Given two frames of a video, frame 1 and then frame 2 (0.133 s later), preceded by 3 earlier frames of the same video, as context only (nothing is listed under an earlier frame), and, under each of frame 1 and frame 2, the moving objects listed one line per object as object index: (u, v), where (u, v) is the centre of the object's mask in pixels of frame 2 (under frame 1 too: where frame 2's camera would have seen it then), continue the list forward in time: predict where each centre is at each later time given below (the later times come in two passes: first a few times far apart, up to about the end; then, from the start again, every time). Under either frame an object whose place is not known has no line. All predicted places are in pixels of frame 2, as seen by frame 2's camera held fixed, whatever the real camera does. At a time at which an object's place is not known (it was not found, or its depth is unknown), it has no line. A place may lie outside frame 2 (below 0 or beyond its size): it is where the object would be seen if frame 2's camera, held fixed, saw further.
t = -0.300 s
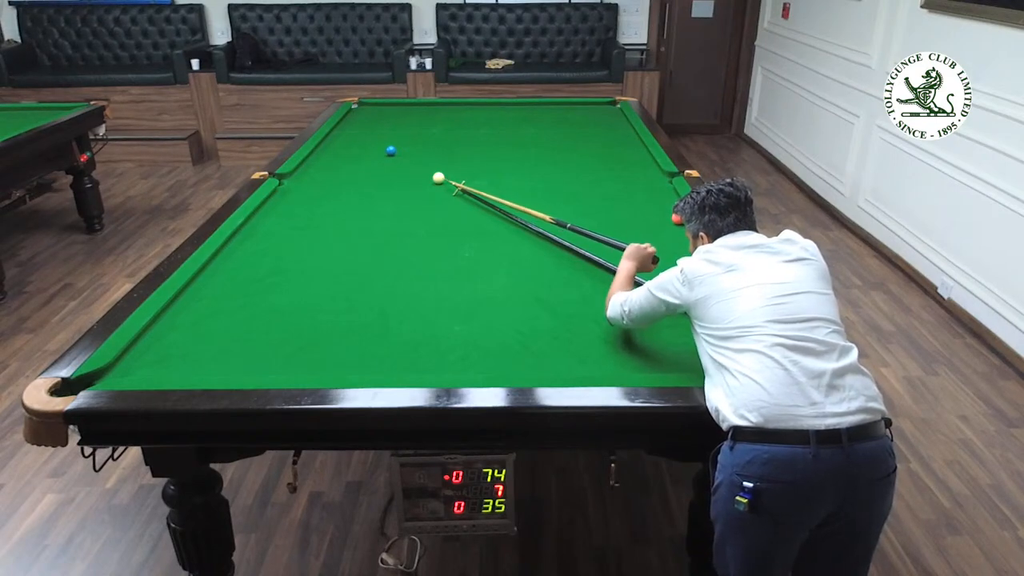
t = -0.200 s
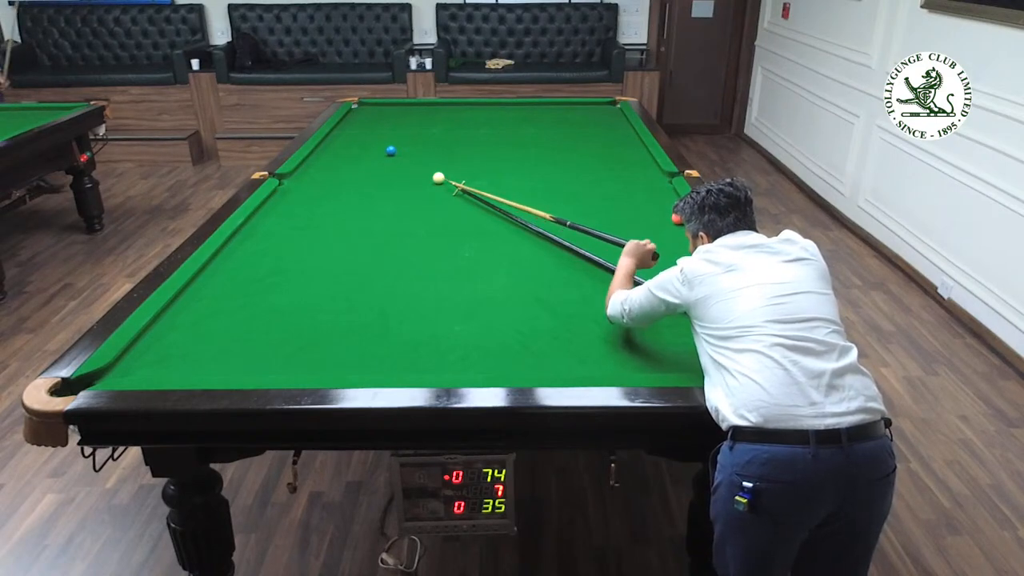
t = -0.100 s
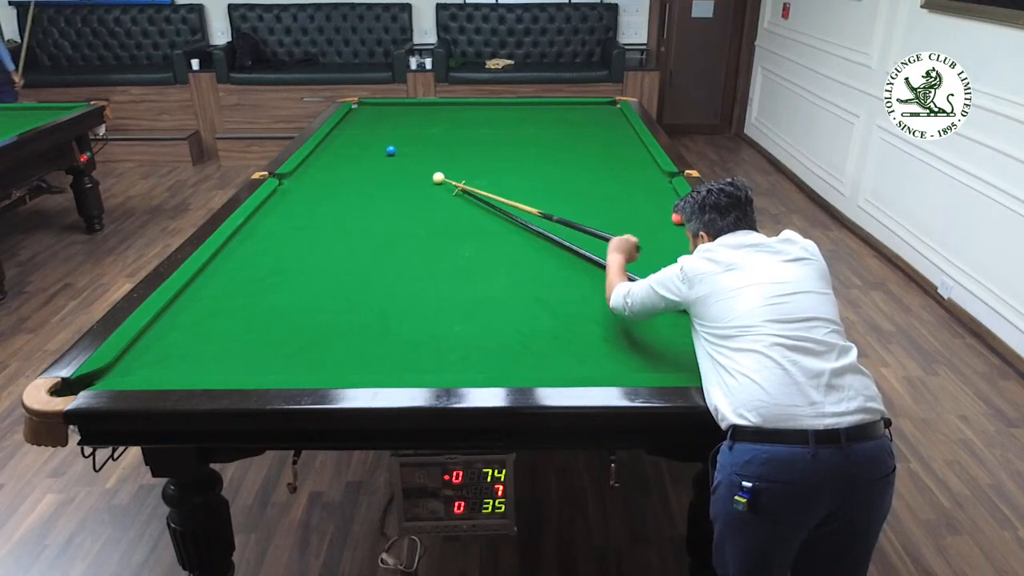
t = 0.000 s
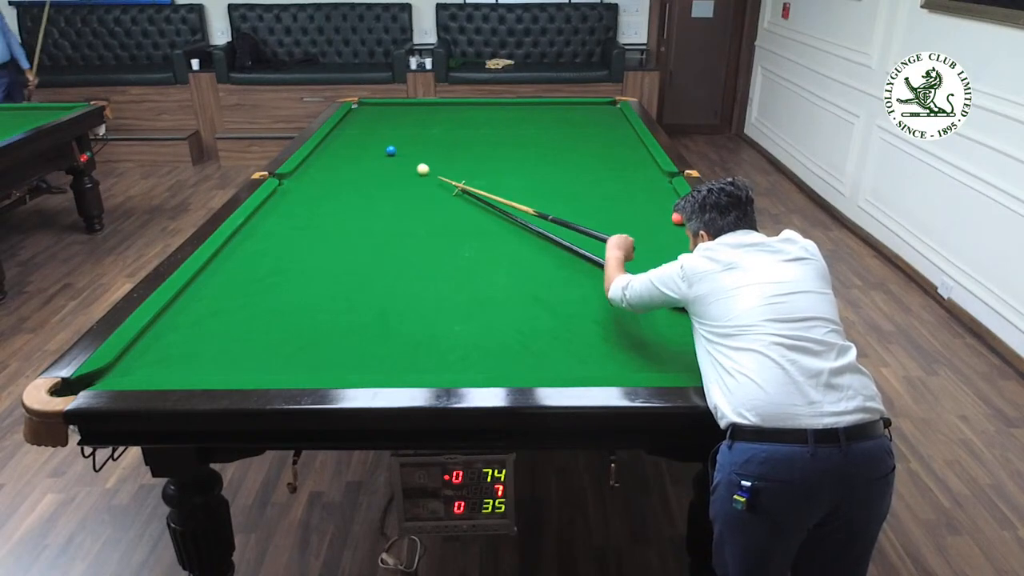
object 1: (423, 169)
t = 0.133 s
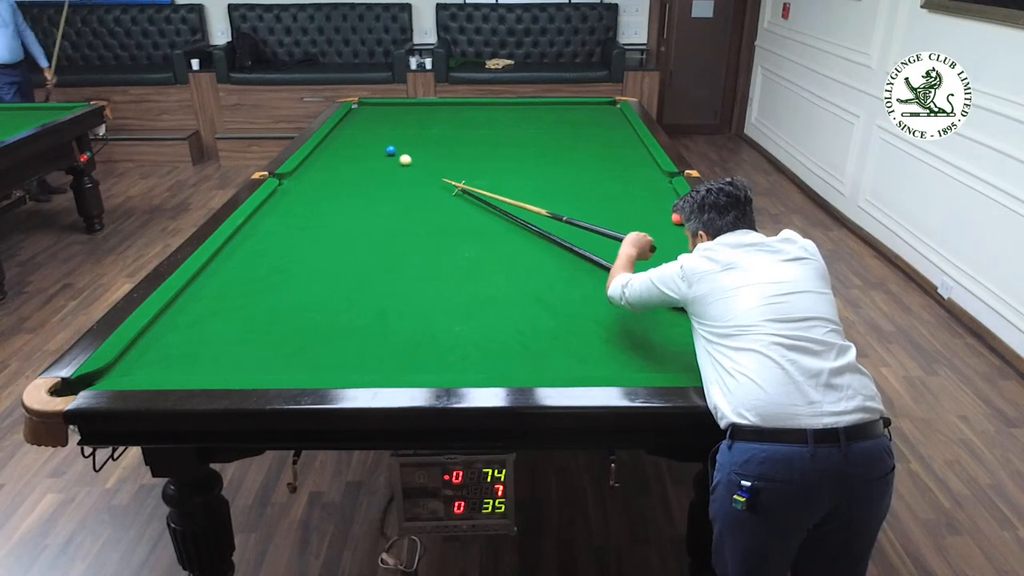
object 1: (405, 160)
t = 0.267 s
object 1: (392, 153)
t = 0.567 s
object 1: (374, 150)
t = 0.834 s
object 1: (359, 147)
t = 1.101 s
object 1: (346, 145)
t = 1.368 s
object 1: (334, 143)
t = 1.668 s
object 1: (325, 141)
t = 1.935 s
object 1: (333, 139)
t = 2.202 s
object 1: (339, 138)
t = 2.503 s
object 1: (346, 137)
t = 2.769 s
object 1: (350, 136)
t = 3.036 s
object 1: (353, 136)
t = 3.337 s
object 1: (356, 135)
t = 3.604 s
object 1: (357, 135)
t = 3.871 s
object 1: (357, 135)
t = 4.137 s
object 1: (357, 135)
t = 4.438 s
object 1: (357, 135)
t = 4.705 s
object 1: (357, 135)
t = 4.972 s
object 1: (357, 135)
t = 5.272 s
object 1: (357, 135)
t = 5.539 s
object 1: (357, 135)
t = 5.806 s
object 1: (357, 135)
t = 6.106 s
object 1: (357, 135)
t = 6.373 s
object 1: (357, 135)
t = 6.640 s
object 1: (357, 135)
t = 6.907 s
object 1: (357, 135)
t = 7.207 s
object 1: (357, 135)
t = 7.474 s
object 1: (357, 135)
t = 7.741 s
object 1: (357, 135)
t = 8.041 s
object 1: (357, 135)
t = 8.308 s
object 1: (357, 135)
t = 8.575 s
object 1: (357, 135)
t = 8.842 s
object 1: (357, 135)
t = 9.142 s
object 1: (357, 135)
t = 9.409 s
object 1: (357, 135)
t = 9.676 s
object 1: (357, 135)
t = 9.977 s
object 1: (357, 135)
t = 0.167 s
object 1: (401, 158)
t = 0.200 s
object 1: (398, 156)
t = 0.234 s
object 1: (394, 154)
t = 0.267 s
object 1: (392, 153)
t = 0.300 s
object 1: (390, 153)
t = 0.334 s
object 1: (388, 153)
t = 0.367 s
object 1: (386, 153)
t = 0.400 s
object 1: (384, 152)
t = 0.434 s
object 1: (382, 152)
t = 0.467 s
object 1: (380, 151)
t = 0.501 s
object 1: (378, 151)
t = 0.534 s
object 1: (376, 151)
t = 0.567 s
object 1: (374, 150)
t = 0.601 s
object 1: (372, 150)
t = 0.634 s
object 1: (370, 150)
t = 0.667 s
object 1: (368, 149)
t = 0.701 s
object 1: (366, 149)
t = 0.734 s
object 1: (365, 149)
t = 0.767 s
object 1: (363, 148)
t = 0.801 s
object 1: (361, 148)
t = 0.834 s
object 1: (359, 147)
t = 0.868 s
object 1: (357, 147)
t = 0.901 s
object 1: (356, 147)
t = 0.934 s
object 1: (354, 147)
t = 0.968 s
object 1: (352, 146)
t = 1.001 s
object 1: (351, 146)
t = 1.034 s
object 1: (349, 146)
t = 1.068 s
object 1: (347, 146)
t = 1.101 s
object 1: (346, 145)
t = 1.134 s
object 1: (344, 145)
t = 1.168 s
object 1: (342, 145)
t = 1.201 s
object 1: (341, 144)
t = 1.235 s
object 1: (339, 144)
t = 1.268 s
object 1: (338, 144)
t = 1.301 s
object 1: (337, 144)
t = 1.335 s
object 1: (335, 143)
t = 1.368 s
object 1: (334, 143)
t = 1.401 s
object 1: (332, 143)
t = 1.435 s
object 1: (331, 143)
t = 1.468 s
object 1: (330, 142)
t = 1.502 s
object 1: (328, 142)
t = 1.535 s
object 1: (327, 142)
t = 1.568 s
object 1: (326, 142)
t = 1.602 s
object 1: (324, 141)
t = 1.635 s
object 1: (324, 141)
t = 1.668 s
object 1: (325, 141)
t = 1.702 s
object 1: (326, 141)
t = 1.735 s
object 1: (327, 141)
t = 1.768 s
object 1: (328, 140)
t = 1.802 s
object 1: (329, 140)
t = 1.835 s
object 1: (330, 140)
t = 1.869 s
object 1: (331, 140)
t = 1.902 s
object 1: (332, 140)
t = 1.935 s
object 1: (333, 139)
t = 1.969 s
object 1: (334, 139)
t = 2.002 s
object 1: (335, 139)
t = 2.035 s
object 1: (335, 139)
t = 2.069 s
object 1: (336, 139)
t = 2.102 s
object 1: (337, 139)
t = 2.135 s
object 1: (338, 138)
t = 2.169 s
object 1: (339, 138)
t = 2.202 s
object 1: (339, 138)
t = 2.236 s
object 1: (340, 138)
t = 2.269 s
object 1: (341, 138)
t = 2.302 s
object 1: (342, 138)
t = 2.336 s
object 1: (342, 137)
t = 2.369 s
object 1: (343, 137)
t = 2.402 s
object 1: (344, 137)
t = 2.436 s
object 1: (344, 137)
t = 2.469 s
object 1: (345, 137)
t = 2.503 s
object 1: (346, 137)
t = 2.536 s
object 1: (346, 137)
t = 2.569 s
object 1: (347, 137)
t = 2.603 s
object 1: (347, 137)
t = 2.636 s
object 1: (348, 136)
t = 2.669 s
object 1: (348, 136)
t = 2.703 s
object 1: (349, 136)
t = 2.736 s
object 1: (349, 136)
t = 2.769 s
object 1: (350, 136)
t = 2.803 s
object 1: (350, 136)
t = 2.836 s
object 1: (351, 136)
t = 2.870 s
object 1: (351, 136)
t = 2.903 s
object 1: (352, 136)
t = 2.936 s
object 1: (352, 136)
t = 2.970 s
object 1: (353, 136)
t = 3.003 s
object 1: (353, 136)
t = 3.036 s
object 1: (353, 136)
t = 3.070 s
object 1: (354, 136)
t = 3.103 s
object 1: (354, 136)
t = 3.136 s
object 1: (354, 136)
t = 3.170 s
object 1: (355, 136)
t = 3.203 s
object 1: (355, 135)
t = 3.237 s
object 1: (355, 135)
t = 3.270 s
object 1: (356, 135)
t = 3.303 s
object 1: (356, 135)
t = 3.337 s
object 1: (356, 135)
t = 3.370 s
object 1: (356, 135)
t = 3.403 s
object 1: (356, 135)
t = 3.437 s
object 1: (357, 135)
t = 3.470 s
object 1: (357, 135)
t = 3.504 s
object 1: (357, 135)
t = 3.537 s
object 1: (357, 135)
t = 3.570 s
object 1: (357, 135)
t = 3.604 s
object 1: (357, 135)
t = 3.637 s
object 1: (357, 134)
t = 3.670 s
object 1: (358, 135)
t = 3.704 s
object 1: (358, 135)
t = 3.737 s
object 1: (357, 135)
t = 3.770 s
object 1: (357, 135)
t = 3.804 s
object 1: (357, 135)
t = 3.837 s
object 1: (358, 135)
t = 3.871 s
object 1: (357, 135)
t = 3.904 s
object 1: (357, 135)
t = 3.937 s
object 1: (357, 135)
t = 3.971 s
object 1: (357, 135)
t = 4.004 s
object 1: (357, 135)
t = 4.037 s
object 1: (357, 135)
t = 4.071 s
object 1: (357, 135)
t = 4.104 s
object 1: (357, 135)
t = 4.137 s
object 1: (357, 135)
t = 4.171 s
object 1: (357, 135)
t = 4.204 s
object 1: (357, 135)
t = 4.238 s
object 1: (357, 135)
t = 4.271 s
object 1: (357, 135)
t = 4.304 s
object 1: (357, 135)
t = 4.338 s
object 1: (357, 135)
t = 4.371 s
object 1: (357, 135)
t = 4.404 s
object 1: (357, 135)
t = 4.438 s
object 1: (357, 135)
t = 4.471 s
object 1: (357, 135)
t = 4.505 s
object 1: (357, 135)
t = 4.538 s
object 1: (357, 135)
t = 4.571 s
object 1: (357, 135)
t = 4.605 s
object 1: (357, 135)
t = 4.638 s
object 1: (357, 135)
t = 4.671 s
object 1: (357, 135)
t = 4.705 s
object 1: (357, 135)
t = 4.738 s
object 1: (357, 135)
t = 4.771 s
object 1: (357, 135)
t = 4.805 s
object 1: (357, 135)
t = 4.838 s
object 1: (357, 135)
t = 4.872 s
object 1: (357, 135)
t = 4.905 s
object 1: (357, 135)
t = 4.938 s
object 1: (357, 135)
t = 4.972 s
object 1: (357, 135)
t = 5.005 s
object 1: (357, 135)
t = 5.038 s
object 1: (357, 135)
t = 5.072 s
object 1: (357, 135)
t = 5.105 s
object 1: (357, 135)
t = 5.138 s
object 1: (357, 135)
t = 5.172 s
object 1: (357, 135)
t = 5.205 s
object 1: (357, 135)
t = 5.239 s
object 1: (357, 135)
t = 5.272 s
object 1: (357, 135)
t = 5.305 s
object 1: (357, 135)
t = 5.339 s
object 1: (358, 135)
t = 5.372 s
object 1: (357, 135)
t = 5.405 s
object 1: (357, 135)
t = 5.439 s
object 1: (357, 135)
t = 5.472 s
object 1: (357, 135)
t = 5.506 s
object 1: (357, 135)
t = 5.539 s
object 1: (357, 135)
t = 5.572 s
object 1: (357, 135)
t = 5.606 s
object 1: (357, 135)
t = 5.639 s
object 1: (357, 135)
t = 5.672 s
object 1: (357, 135)
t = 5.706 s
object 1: (357, 135)
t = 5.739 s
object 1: (357, 135)
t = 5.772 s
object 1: (357, 135)
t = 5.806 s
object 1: (357, 135)
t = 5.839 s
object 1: (357, 135)
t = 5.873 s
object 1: (357, 135)
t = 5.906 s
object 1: (357, 135)
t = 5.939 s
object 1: (357, 135)
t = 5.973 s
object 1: (357, 135)
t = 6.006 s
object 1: (357, 135)
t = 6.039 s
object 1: (357, 135)
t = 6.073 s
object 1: (357, 135)
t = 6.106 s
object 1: (357, 135)
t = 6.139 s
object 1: (357, 135)
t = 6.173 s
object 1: (357, 135)
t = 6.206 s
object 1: (357, 135)
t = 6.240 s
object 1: (357, 135)
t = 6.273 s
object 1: (357, 135)
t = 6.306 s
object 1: (357, 135)
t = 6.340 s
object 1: (357, 135)
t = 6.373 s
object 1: (357, 135)
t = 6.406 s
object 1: (357, 135)
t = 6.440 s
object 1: (357, 135)
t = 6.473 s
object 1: (357, 135)
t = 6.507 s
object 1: (357, 135)
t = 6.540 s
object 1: (357, 135)
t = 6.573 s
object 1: (357, 135)
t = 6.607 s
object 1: (357, 135)
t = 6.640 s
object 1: (357, 135)
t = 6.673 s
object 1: (357, 135)
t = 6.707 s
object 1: (357, 135)
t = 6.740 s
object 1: (357, 135)
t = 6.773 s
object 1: (357, 135)
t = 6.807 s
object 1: (357, 135)
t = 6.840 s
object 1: (357, 135)
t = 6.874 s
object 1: (357, 135)
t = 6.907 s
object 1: (357, 135)
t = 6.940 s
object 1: (357, 135)
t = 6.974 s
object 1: (357, 135)
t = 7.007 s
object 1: (357, 135)
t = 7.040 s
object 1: (357, 135)
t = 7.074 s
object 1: (357, 135)
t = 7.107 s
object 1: (357, 135)
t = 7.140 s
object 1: (357, 135)
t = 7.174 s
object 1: (357, 135)
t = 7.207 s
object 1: (357, 135)
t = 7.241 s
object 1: (357, 135)
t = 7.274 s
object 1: (357, 135)
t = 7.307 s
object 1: (357, 135)
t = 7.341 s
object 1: (357, 135)
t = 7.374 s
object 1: (357, 135)
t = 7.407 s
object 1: (357, 135)
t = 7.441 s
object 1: (357, 135)
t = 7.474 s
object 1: (357, 135)
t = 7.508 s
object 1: (357, 135)
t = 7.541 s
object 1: (357, 135)
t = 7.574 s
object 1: (357, 135)
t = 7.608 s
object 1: (357, 135)
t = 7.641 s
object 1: (357, 135)
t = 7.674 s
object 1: (357, 135)
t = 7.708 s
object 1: (357, 135)
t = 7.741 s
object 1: (357, 135)
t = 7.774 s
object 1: (357, 135)
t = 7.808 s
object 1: (357, 135)
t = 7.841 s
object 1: (357, 135)
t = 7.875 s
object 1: (357, 135)
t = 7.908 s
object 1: (357, 135)
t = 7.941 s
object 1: (357, 135)
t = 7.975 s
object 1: (357, 135)
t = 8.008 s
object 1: (357, 135)
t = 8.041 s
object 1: (357, 135)
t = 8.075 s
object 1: (357, 135)
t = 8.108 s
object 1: (357, 135)
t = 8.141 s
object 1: (357, 135)
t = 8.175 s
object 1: (357, 135)
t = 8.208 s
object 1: (357, 135)
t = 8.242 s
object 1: (357, 135)
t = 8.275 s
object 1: (357, 135)
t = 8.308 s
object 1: (357, 135)
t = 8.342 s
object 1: (357, 135)
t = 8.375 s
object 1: (357, 135)
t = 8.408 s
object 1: (357, 135)
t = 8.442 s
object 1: (357, 135)
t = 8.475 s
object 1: (357, 135)
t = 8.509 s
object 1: (357, 135)
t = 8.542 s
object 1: (357, 135)
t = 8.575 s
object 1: (357, 135)
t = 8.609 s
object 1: (357, 135)
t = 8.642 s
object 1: (357, 135)
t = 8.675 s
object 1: (357, 135)
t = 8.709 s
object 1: (357, 135)
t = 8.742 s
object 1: (357, 135)
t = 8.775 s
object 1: (357, 135)
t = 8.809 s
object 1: (357, 135)
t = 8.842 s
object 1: (357, 135)
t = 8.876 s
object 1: (357, 135)
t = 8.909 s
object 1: (357, 135)
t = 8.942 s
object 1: (357, 135)
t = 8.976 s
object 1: (357, 135)
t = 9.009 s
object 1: (357, 135)
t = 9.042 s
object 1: (357, 135)
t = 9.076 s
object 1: (357, 135)
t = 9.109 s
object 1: (357, 135)
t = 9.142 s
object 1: (357, 135)
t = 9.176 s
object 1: (357, 135)
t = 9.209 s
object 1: (357, 135)
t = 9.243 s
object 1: (357, 135)
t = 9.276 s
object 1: (357, 135)
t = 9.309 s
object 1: (357, 135)
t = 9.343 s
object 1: (357, 135)
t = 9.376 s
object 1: (357, 135)
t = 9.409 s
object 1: (357, 135)
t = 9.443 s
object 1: (357, 135)
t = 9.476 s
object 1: (357, 135)
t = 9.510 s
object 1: (357, 135)
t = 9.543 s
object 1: (357, 135)
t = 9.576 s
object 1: (357, 135)
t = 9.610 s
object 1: (357, 135)
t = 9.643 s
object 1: (357, 135)
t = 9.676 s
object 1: (357, 135)
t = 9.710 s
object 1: (357, 135)
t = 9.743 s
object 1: (357, 135)
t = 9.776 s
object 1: (357, 135)
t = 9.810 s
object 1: (357, 135)
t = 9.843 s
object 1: (357, 135)
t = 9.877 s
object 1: (357, 135)
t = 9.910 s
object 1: (357, 135)
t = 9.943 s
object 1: (357, 135)
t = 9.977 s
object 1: (357, 135)
